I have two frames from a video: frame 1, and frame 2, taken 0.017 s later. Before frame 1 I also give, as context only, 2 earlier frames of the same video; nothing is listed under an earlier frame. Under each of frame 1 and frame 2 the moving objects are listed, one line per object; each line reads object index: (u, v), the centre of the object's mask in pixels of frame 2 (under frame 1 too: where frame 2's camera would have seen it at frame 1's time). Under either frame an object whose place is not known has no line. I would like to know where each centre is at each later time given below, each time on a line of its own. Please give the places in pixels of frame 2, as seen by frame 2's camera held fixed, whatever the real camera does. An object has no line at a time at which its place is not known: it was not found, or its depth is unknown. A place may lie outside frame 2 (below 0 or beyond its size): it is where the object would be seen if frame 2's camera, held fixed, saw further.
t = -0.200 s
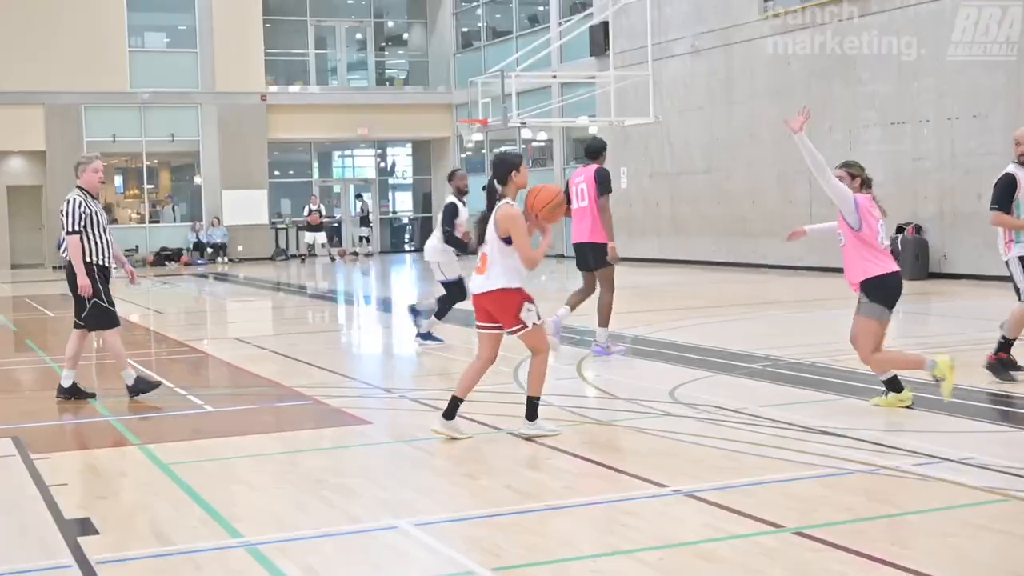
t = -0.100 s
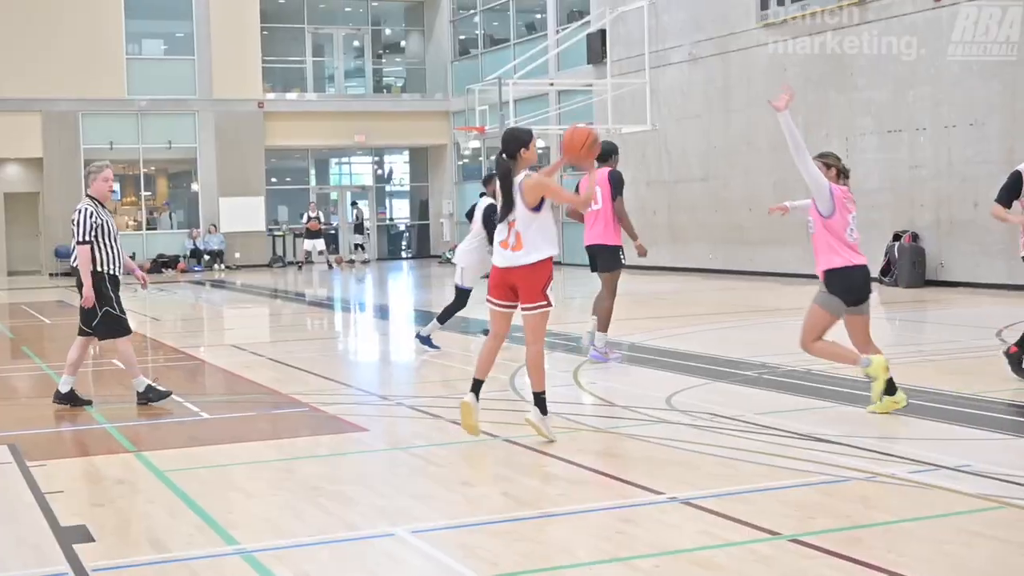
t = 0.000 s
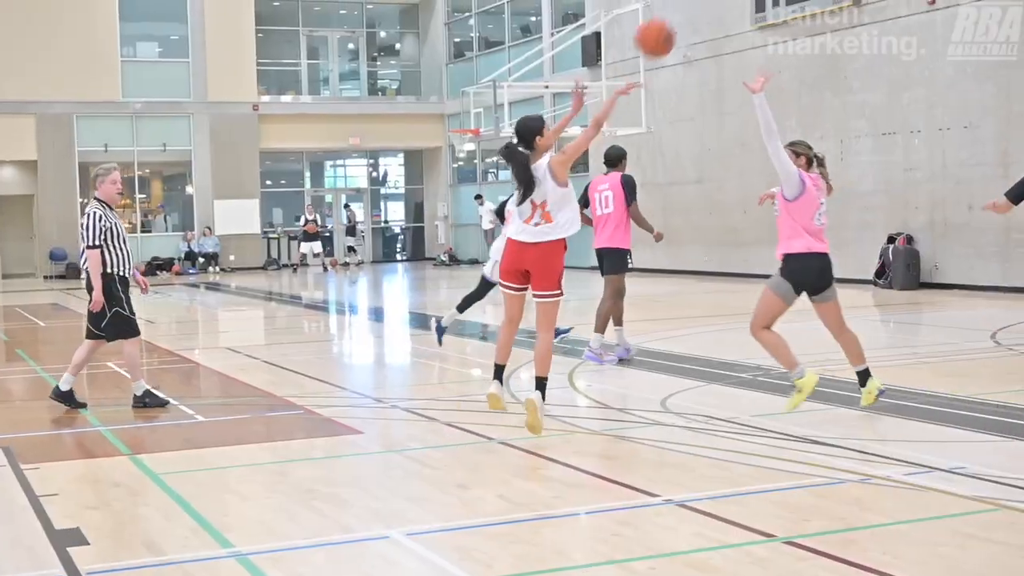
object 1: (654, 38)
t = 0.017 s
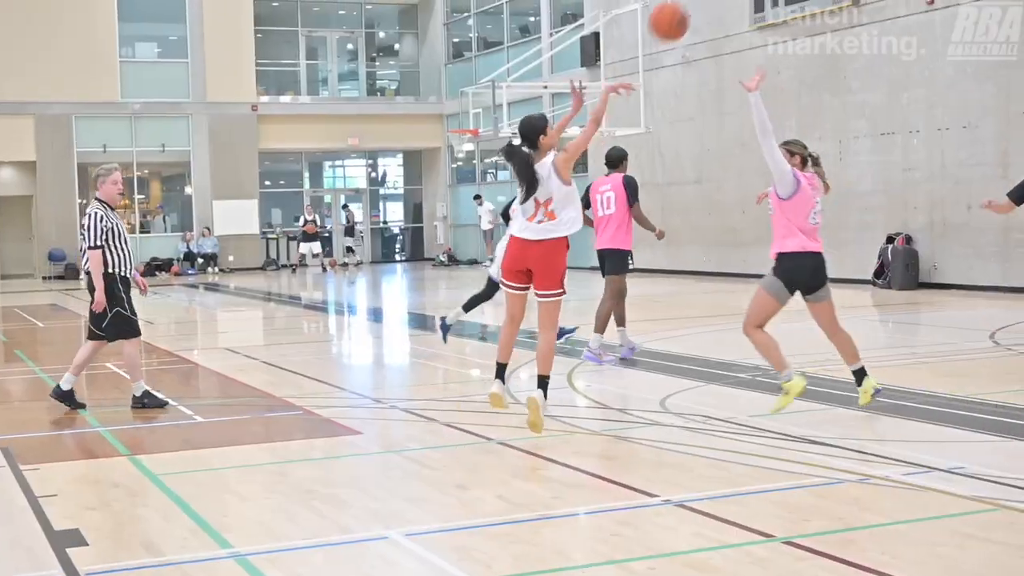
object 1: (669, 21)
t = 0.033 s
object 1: (685, 10)
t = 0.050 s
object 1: (700, 3)
